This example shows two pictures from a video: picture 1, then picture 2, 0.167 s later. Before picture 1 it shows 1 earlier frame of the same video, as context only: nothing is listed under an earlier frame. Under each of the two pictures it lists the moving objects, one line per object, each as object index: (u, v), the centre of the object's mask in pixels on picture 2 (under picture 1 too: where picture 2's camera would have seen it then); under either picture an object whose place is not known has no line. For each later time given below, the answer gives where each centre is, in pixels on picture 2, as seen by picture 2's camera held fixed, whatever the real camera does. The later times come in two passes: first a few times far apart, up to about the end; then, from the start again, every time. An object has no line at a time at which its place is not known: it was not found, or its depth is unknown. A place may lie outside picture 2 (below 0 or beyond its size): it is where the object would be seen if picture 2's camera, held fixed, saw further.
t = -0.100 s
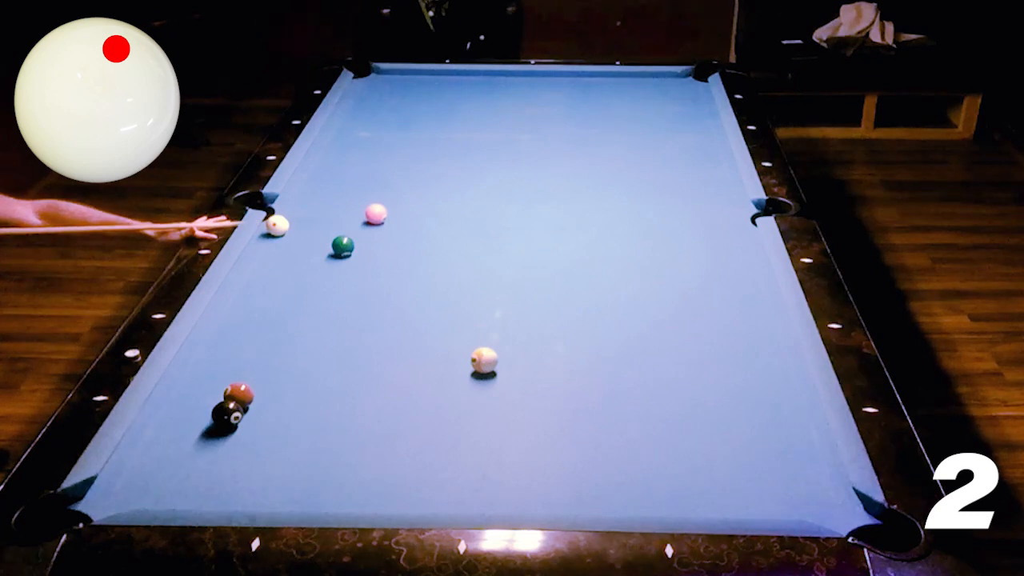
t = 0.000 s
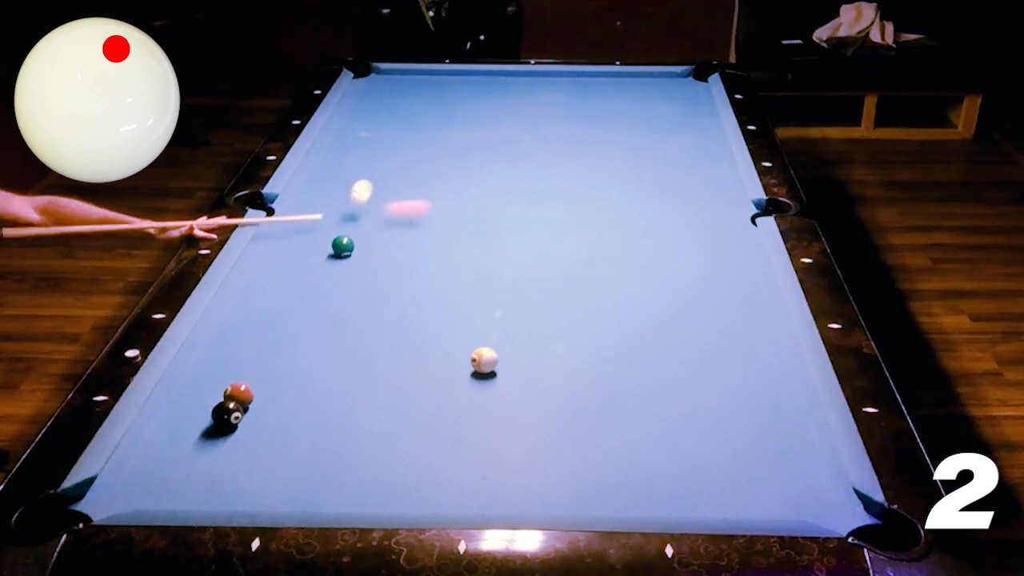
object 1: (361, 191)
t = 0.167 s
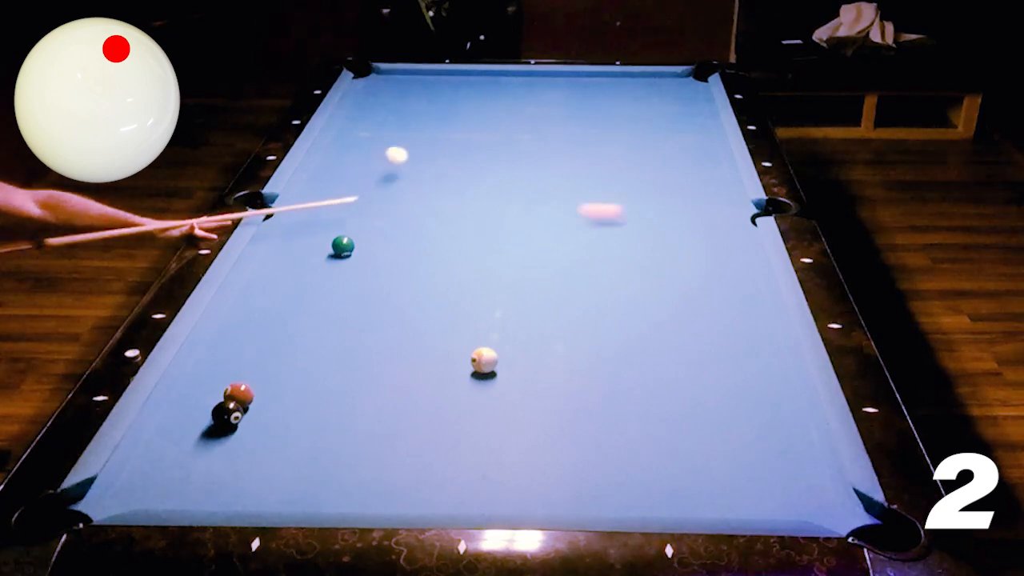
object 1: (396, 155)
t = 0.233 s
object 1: (412, 154)
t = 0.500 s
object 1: (483, 112)
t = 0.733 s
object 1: (560, 81)
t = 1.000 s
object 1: (615, 89)
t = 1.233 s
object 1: (659, 106)
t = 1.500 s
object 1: (713, 127)
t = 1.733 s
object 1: (695, 144)
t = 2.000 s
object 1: (672, 165)
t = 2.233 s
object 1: (650, 184)
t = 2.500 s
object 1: (624, 207)
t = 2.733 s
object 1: (601, 228)
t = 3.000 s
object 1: (572, 254)
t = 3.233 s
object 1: (546, 277)
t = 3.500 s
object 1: (514, 304)
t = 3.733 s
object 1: (485, 329)
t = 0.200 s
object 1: (404, 158)
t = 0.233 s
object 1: (412, 154)
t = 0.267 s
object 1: (420, 144)
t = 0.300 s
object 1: (428, 138)
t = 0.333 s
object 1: (437, 135)
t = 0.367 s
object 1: (445, 133)
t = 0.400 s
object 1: (454, 126)
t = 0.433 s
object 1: (463, 122)
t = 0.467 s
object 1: (473, 117)
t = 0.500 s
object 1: (483, 112)
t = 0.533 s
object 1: (494, 107)
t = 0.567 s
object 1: (504, 103)
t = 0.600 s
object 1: (515, 99)
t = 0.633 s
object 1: (527, 94)
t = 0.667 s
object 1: (538, 89)
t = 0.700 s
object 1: (549, 85)
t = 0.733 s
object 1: (560, 81)
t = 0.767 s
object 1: (570, 77)
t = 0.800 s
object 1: (579, 75)
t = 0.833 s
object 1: (585, 77)
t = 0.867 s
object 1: (591, 80)
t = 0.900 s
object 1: (596, 82)
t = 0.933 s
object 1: (603, 84)
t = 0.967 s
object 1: (609, 87)
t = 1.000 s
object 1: (615, 89)
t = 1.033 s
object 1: (621, 91)
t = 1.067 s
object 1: (627, 94)
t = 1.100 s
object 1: (634, 96)
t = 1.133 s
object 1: (640, 99)
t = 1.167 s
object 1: (647, 101)
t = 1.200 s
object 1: (653, 104)
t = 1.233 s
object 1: (659, 106)
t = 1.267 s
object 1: (666, 109)
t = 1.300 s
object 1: (672, 111)
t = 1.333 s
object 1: (679, 114)
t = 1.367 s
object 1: (686, 117)
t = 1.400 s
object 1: (693, 119)
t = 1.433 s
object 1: (699, 122)
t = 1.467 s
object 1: (706, 124)
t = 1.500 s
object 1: (713, 127)
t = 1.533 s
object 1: (713, 130)
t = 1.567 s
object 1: (710, 132)
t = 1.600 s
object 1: (707, 134)
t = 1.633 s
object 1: (705, 137)
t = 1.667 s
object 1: (702, 140)
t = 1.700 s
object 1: (698, 142)
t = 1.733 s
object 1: (695, 144)
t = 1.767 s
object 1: (693, 147)
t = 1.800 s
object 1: (690, 150)
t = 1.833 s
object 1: (687, 152)
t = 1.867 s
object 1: (684, 155)
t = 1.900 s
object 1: (681, 157)
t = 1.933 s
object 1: (678, 160)
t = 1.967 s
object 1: (675, 163)
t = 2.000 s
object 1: (672, 165)
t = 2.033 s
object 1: (669, 168)
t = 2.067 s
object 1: (666, 170)
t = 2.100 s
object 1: (663, 173)
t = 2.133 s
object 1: (660, 176)
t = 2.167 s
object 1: (657, 179)
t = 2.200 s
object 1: (653, 182)
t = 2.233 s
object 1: (650, 184)
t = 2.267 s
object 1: (647, 187)
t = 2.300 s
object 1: (644, 190)
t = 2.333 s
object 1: (640, 193)
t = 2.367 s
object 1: (638, 196)
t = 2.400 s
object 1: (634, 199)
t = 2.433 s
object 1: (631, 202)
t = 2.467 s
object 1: (628, 204)
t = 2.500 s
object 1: (624, 207)
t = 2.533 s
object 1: (621, 210)
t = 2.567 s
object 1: (618, 213)
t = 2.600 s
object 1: (614, 216)
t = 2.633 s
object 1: (611, 219)
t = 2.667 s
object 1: (608, 222)
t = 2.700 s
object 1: (604, 226)
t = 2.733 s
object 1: (601, 228)
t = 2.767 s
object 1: (597, 232)
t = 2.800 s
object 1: (594, 235)
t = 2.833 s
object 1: (590, 238)
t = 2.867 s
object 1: (587, 241)
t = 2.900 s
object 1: (583, 244)
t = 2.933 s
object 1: (580, 248)
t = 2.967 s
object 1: (576, 251)
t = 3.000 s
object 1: (572, 254)
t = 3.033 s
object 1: (569, 257)
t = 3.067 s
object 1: (565, 260)
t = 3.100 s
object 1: (561, 264)
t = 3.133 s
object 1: (557, 267)
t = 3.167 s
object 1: (554, 270)
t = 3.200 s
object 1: (550, 274)
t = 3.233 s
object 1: (546, 277)
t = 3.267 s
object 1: (542, 280)
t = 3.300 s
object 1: (538, 284)
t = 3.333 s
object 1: (534, 287)
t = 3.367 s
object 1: (530, 290)
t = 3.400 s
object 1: (526, 294)
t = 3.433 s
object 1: (523, 297)
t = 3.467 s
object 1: (518, 301)
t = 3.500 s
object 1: (514, 304)
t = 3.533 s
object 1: (511, 308)
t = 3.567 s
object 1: (506, 311)
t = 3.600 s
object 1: (502, 315)
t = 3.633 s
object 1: (498, 318)
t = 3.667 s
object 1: (493, 322)
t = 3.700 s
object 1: (489, 325)
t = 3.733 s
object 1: (485, 329)
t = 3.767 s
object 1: (481, 333)
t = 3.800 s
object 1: (476, 336)
